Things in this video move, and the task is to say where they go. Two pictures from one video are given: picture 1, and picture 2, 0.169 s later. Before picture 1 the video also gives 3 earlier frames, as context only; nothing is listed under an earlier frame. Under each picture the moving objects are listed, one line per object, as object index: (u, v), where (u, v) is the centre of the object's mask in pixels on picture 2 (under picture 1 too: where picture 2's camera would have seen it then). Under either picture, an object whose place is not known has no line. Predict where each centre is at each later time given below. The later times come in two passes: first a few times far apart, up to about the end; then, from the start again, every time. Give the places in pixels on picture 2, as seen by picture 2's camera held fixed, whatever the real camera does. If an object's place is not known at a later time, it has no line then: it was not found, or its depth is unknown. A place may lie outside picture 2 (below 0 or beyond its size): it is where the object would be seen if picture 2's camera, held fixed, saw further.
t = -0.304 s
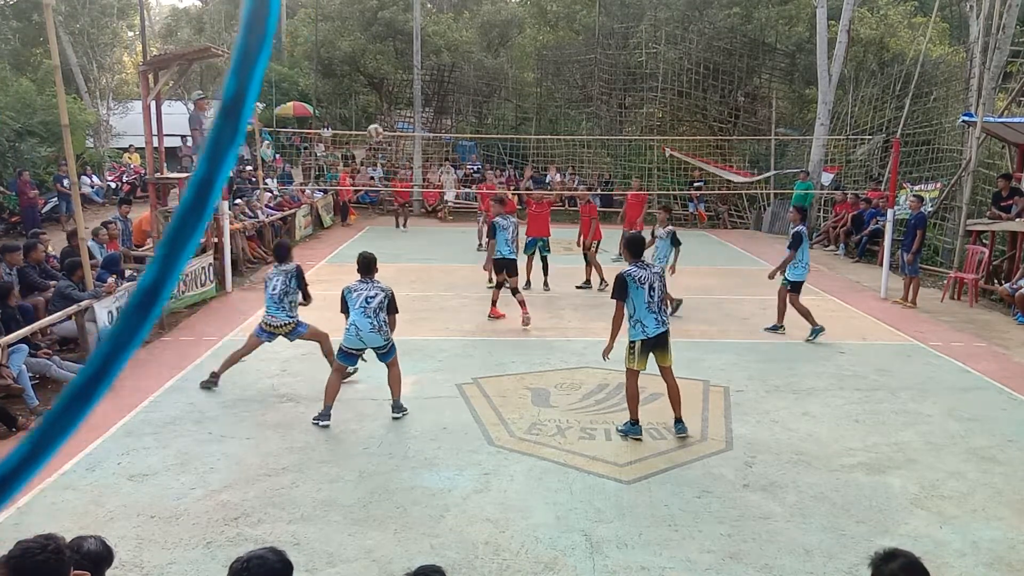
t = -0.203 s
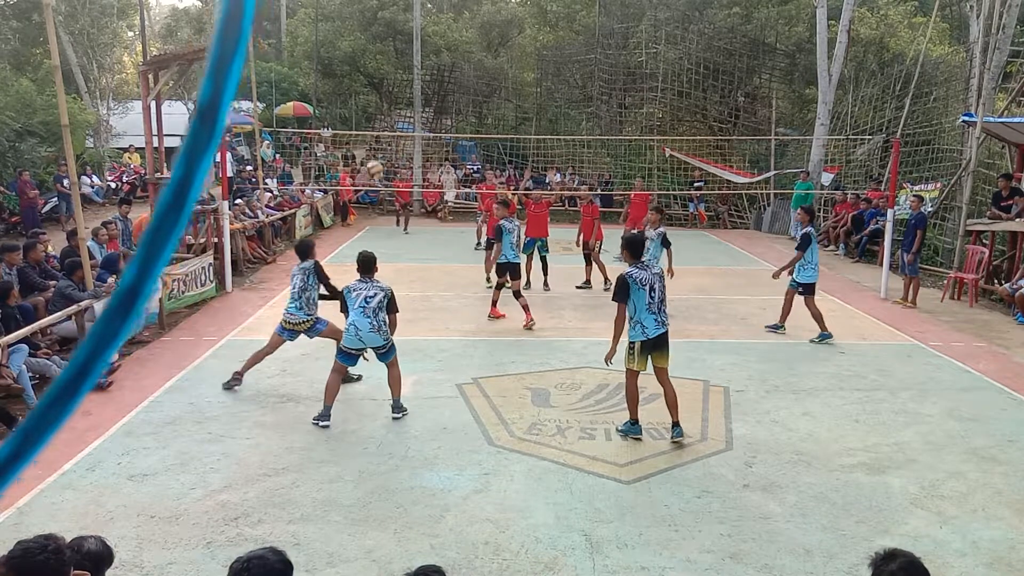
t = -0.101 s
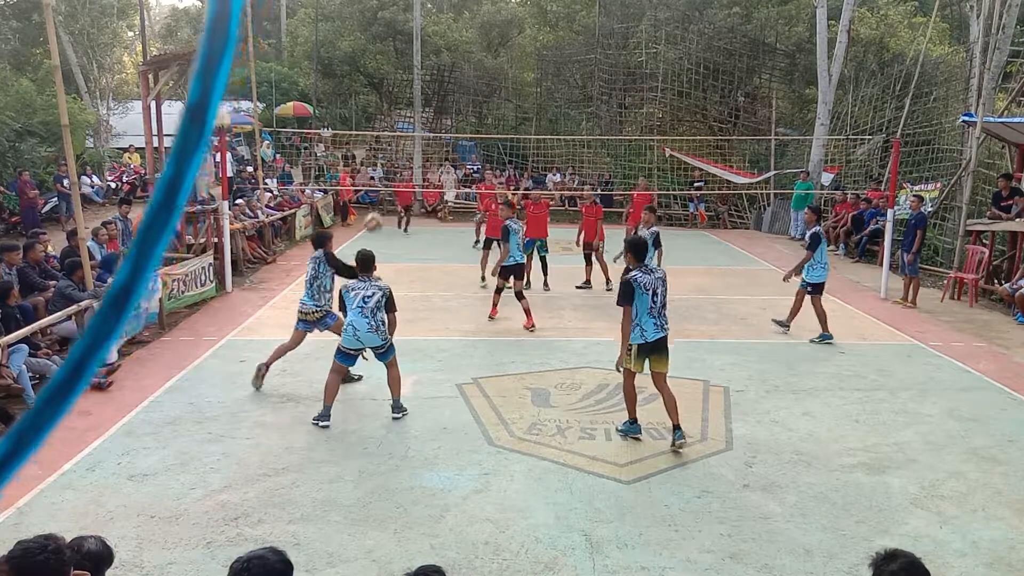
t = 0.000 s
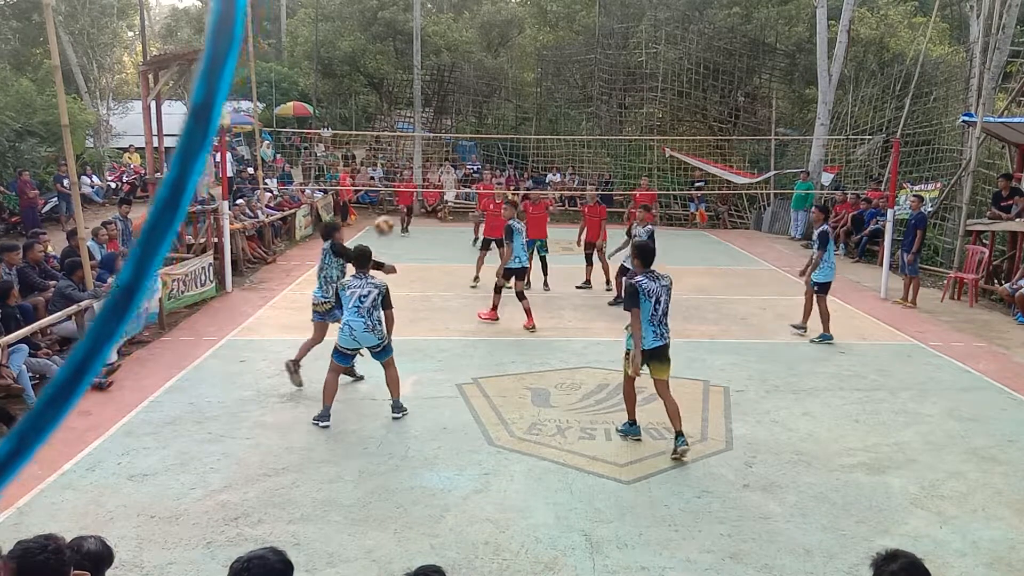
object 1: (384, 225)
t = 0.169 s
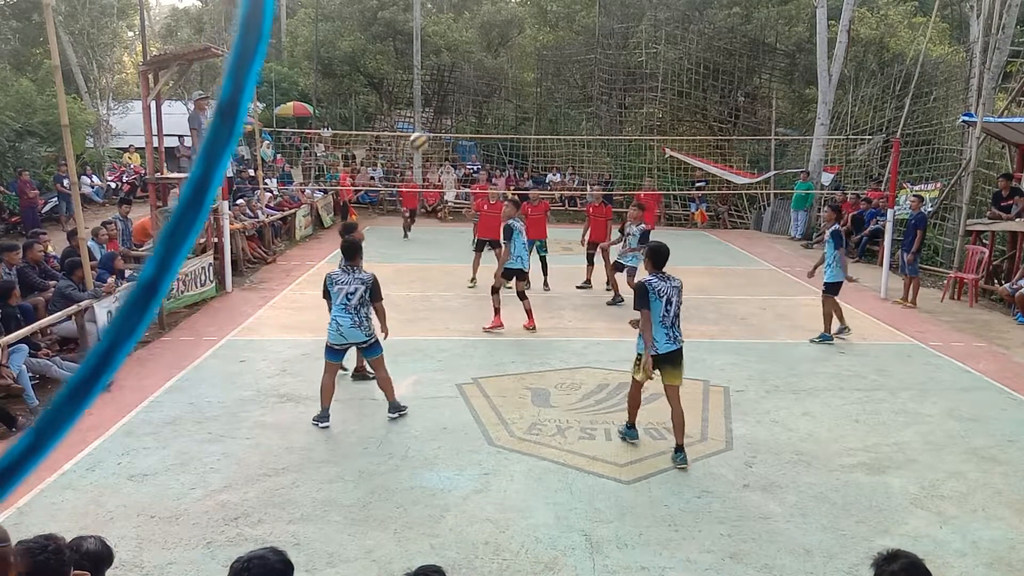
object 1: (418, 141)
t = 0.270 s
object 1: (437, 108)
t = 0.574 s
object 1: (487, 69)
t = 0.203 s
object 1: (426, 128)
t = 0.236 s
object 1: (431, 118)
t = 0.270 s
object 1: (437, 108)
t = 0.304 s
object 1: (443, 100)
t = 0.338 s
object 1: (449, 92)
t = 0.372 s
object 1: (455, 85)
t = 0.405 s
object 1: (461, 80)
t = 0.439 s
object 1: (467, 76)
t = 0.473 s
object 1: (471, 73)
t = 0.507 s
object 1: (477, 70)
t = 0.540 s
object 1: (482, 69)
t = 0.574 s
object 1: (487, 69)
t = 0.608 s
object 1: (491, 70)
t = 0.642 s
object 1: (496, 72)
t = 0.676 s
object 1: (501, 75)
